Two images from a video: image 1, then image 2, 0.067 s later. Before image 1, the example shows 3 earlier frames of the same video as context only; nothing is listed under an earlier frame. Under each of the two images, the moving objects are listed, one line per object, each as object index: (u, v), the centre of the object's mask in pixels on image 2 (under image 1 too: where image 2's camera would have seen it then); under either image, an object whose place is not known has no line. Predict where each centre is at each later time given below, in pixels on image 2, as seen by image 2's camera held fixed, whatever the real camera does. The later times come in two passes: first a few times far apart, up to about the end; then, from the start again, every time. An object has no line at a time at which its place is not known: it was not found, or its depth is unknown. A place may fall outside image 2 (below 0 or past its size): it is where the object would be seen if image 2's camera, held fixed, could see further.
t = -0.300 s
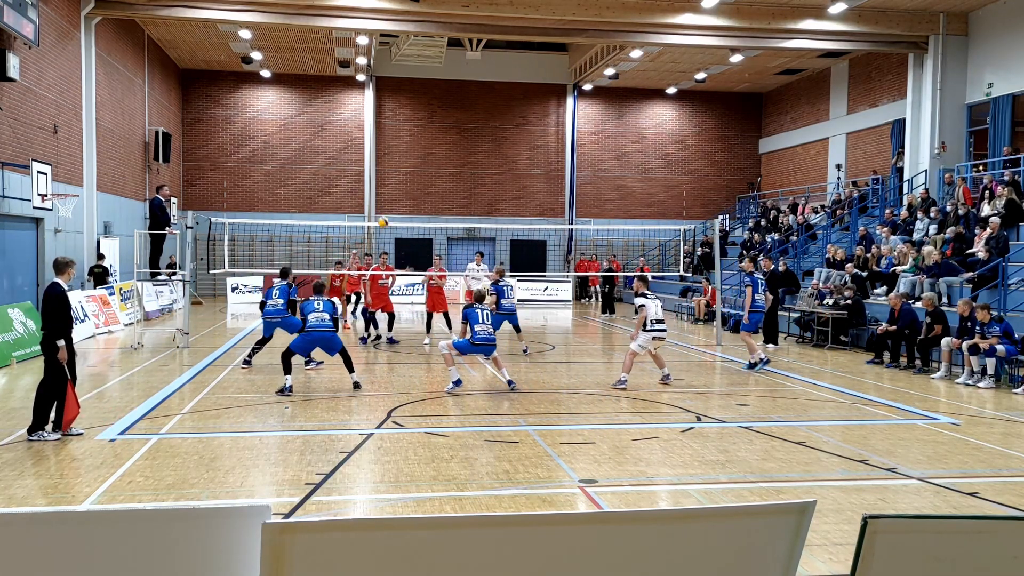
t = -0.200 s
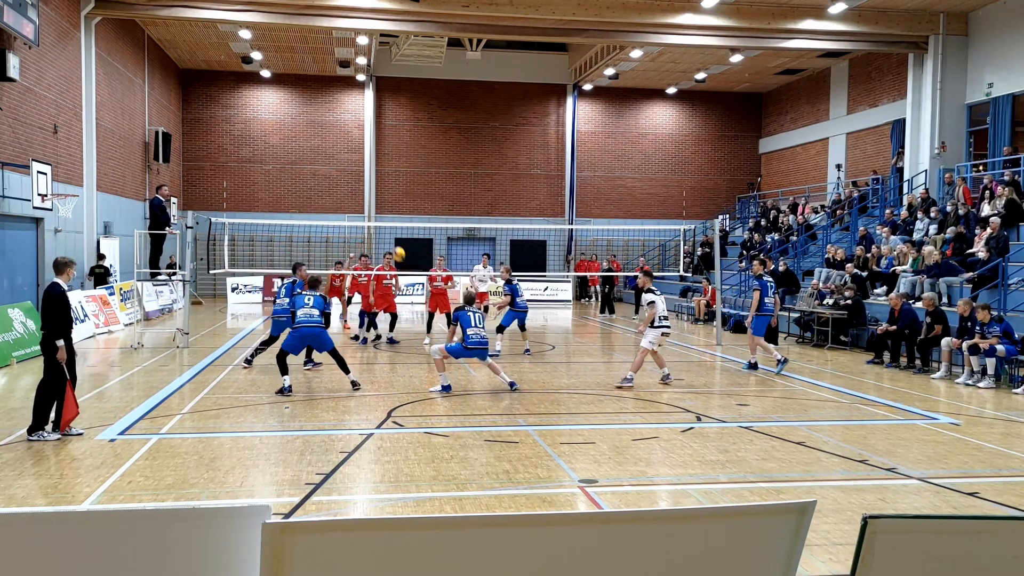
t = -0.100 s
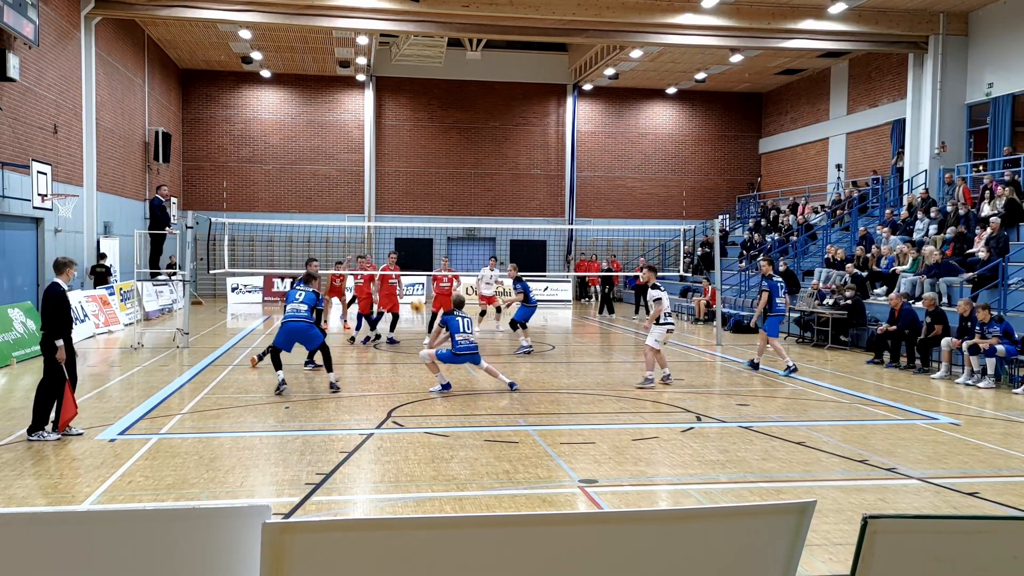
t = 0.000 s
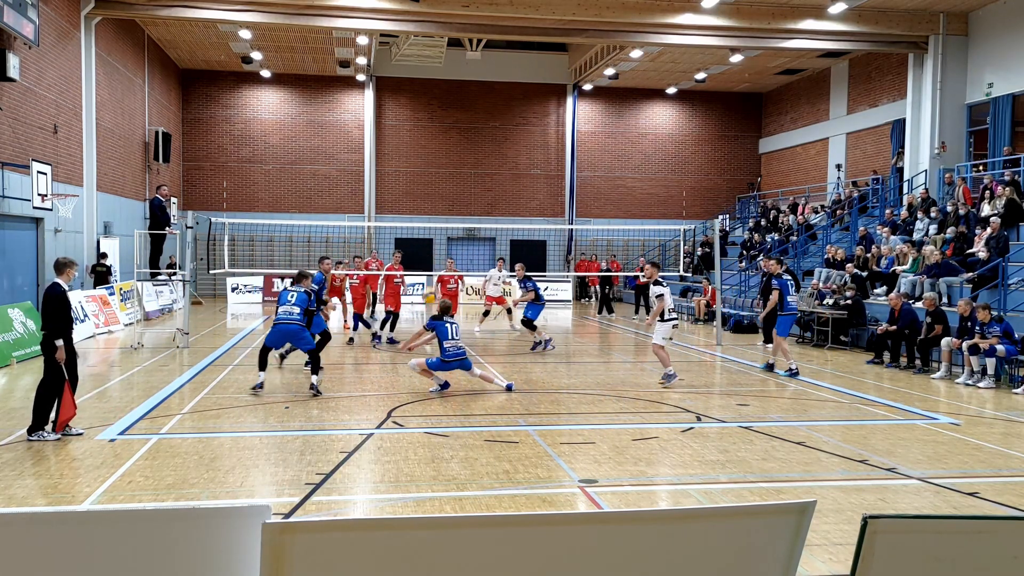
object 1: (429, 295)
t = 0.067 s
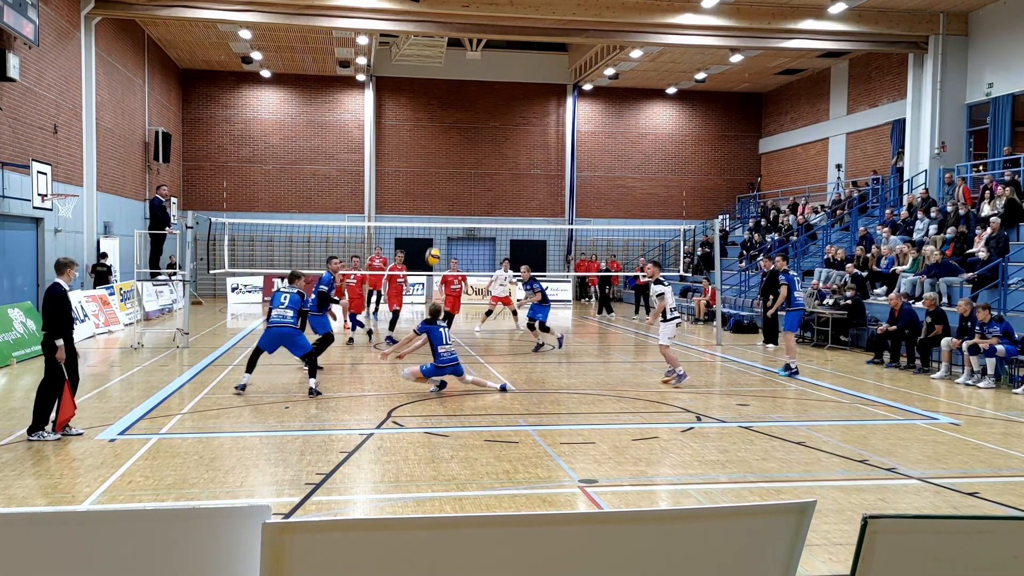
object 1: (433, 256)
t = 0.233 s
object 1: (442, 174)
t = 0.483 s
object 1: (458, 96)
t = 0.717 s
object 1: (471, 64)
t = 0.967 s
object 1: (485, 70)
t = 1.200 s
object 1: (496, 108)
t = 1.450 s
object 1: (508, 180)
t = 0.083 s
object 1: (433, 247)
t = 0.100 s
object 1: (434, 238)
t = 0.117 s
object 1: (435, 229)
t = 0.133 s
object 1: (437, 220)
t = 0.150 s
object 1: (437, 212)
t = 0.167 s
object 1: (438, 204)
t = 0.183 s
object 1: (440, 196)
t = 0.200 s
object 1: (440, 189)
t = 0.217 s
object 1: (442, 182)
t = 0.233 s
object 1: (442, 174)
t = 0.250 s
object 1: (443, 168)
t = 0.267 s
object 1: (445, 161)
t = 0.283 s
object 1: (445, 155)
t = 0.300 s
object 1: (447, 149)
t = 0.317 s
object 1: (447, 143)
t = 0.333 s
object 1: (449, 137)
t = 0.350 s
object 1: (450, 132)
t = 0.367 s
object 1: (451, 127)
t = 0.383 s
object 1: (451, 122)
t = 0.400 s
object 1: (453, 117)
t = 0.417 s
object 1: (453, 112)
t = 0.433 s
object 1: (454, 108)
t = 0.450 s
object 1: (456, 104)
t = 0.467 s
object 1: (456, 100)
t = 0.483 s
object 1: (458, 96)
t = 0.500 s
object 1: (459, 93)
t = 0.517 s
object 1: (460, 89)
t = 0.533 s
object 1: (460, 86)
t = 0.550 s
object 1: (461, 83)
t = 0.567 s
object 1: (462, 80)
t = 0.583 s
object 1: (463, 78)
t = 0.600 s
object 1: (464, 76)
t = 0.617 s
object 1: (466, 74)
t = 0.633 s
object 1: (466, 71)
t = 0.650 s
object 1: (467, 69)
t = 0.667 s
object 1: (468, 68)
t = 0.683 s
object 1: (469, 66)
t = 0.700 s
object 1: (470, 65)
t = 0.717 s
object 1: (471, 64)
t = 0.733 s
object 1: (472, 63)
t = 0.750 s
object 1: (473, 62)
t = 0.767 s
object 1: (474, 62)
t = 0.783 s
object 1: (475, 62)
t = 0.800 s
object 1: (476, 62)
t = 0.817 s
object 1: (477, 62)
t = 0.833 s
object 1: (478, 62)
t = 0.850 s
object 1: (479, 62)
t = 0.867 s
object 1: (479, 63)
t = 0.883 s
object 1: (480, 64)
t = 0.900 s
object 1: (481, 64)
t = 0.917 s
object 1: (482, 65)
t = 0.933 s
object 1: (483, 66)
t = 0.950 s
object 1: (484, 68)
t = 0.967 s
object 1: (485, 70)
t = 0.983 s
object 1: (486, 71)
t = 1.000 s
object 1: (487, 73)
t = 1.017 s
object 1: (488, 75)
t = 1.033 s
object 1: (488, 78)
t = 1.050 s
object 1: (489, 80)
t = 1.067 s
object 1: (490, 83)
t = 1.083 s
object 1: (491, 85)
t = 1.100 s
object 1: (491, 88)
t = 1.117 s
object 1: (492, 91)
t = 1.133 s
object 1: (493, 94)
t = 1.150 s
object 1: (494, 97)
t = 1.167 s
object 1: (495, 101)
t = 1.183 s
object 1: (496, 104)
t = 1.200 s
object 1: (496, 108)
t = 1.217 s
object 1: (497, 112)
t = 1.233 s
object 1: (498, 116)
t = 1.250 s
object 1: (499, 120)
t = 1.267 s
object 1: (500, 125)
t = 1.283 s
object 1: (500, 129)
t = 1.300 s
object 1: (501, 134)
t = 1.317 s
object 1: (502, 139)
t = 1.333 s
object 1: (503, 143)
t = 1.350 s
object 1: (504, 148)
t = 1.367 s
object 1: (504, 153)
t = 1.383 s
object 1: (505, 158)
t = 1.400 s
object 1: (506, 164)
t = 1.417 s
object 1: (507, 169)
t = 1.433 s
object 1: (507, 175)
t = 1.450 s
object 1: (508, 180)
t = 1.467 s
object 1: (509, 186)
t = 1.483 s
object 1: (510, 192)
